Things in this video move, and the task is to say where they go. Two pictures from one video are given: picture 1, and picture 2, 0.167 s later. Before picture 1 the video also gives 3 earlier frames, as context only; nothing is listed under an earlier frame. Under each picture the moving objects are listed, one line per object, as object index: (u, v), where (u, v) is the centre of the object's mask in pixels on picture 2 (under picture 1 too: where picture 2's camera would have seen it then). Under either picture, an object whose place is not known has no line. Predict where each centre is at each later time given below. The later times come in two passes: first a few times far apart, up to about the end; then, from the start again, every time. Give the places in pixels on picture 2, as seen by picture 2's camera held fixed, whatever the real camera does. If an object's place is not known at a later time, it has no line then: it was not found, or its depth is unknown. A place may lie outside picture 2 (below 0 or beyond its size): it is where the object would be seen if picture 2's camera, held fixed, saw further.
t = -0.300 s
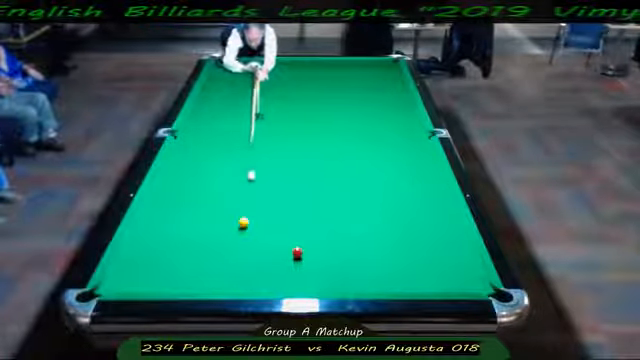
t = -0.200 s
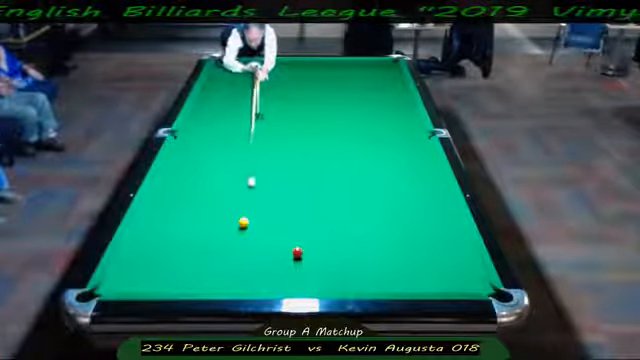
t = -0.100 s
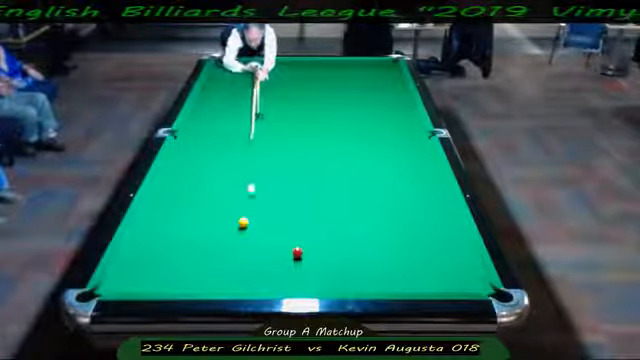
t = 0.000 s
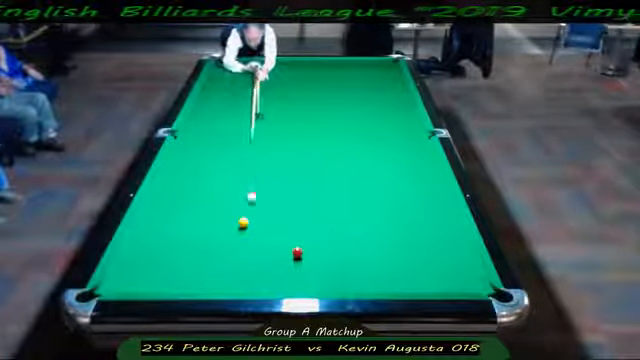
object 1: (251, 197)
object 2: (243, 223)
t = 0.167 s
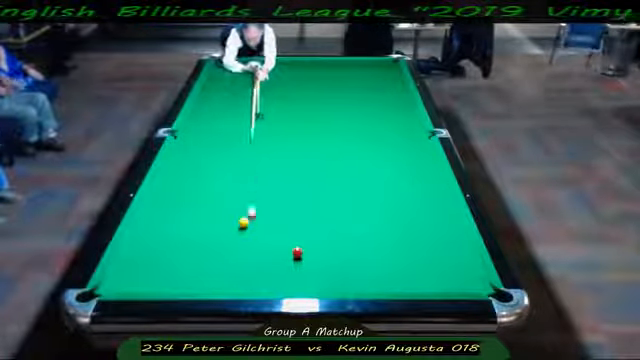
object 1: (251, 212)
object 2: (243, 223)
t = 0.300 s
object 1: (254, 220)
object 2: (240, 224)
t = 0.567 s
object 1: (270, 238)
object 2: (226, 230)
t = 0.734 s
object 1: (279, 247)
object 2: (217, 235)
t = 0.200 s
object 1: (251, 214)
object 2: (243, 222)
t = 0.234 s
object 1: (252, 216)
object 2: (243, 222)
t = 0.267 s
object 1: (252, 218)
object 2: (243, 222)
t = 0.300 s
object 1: (254, 220)
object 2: (240, 224)
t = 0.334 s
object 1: (257, 223)
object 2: (238, 224)
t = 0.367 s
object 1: (258, 225)
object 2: (236, 225)
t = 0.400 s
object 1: (260, 228)
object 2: (235, 226)
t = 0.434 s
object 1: (262, 230)
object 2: (233, 227)
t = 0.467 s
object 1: (263, 230)
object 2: (231, 228)
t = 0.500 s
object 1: (266, 234)
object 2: (229, 229)
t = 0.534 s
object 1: (267, 236)
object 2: (227, 230)
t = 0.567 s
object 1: (270, 238)
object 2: (226, 230)
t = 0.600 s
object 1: (271, 240)
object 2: (224, 231)
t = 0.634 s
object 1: (274, 242)
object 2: (222, 232)
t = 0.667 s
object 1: (275, 243)
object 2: (221, 233)
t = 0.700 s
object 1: (278, 246)
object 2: (220, 234)
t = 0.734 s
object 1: (279, 247)
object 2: (217, 235)
